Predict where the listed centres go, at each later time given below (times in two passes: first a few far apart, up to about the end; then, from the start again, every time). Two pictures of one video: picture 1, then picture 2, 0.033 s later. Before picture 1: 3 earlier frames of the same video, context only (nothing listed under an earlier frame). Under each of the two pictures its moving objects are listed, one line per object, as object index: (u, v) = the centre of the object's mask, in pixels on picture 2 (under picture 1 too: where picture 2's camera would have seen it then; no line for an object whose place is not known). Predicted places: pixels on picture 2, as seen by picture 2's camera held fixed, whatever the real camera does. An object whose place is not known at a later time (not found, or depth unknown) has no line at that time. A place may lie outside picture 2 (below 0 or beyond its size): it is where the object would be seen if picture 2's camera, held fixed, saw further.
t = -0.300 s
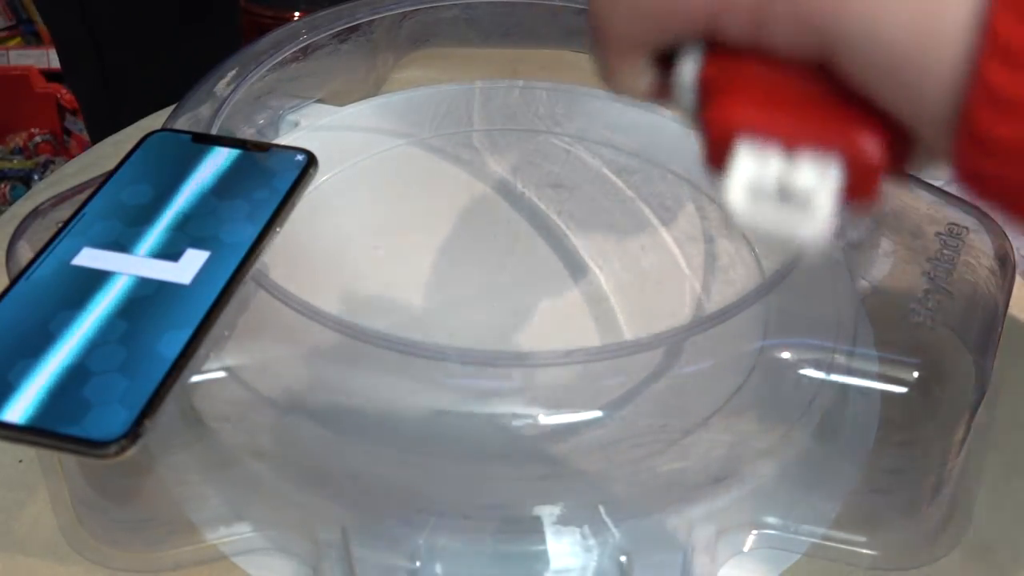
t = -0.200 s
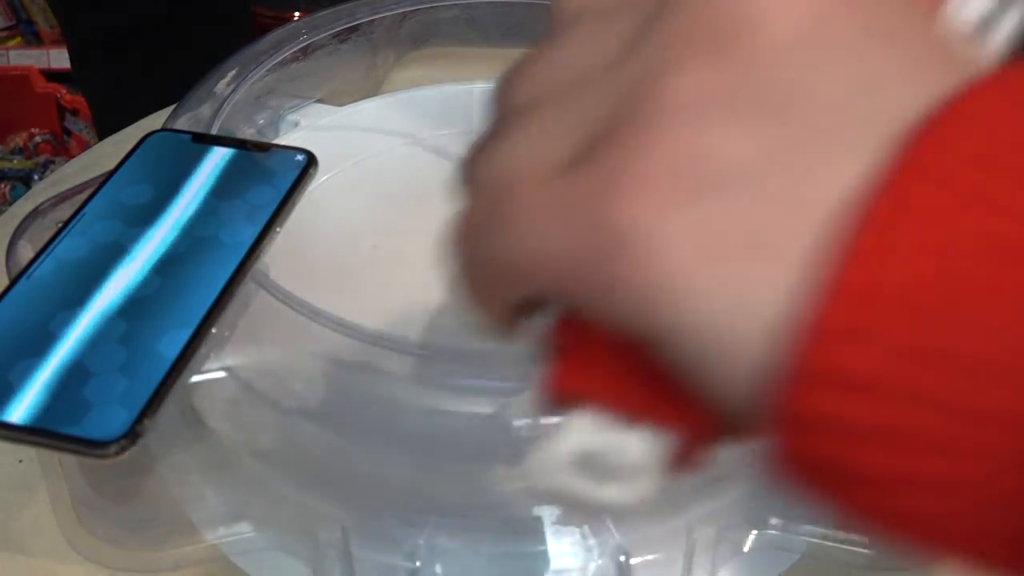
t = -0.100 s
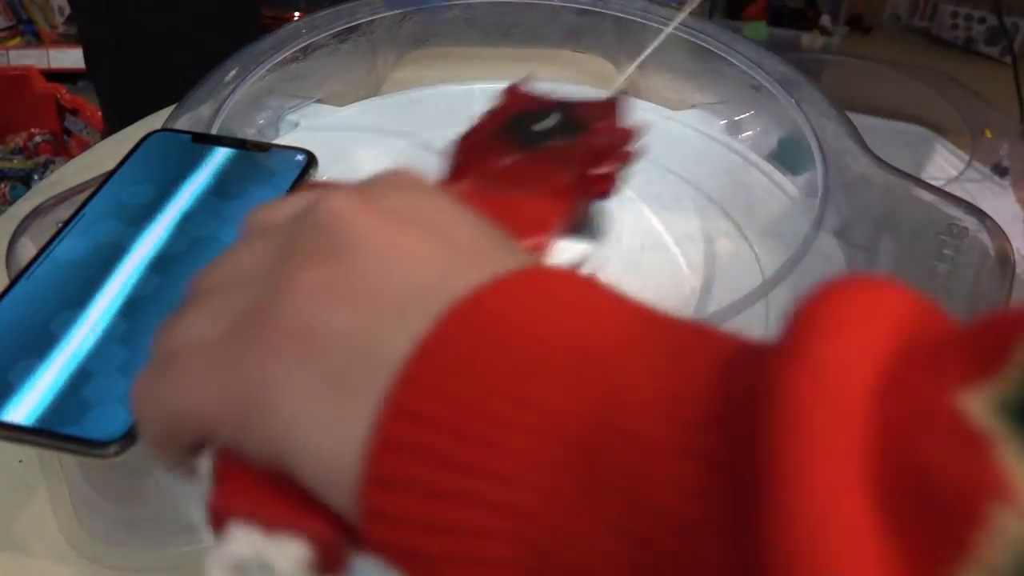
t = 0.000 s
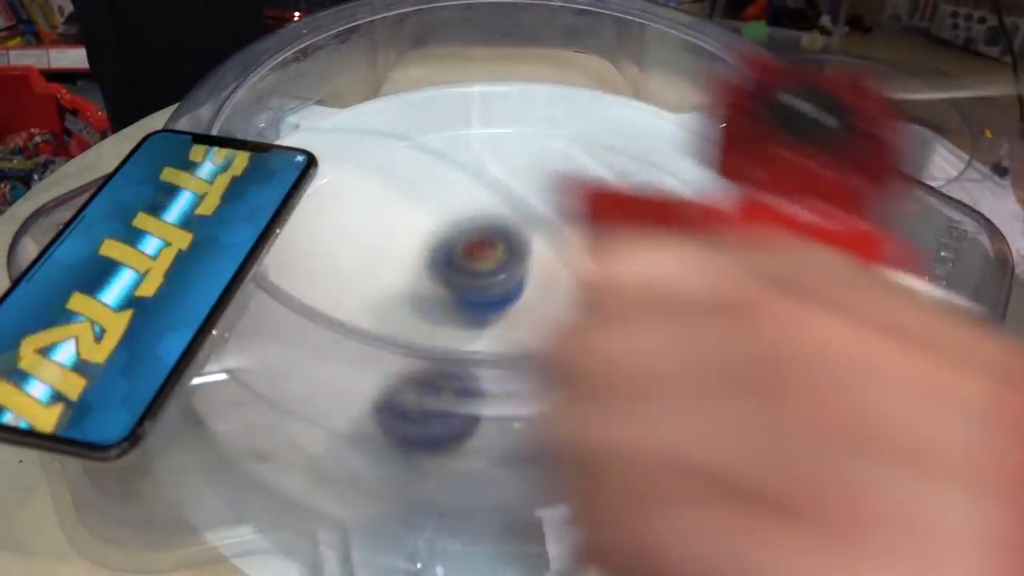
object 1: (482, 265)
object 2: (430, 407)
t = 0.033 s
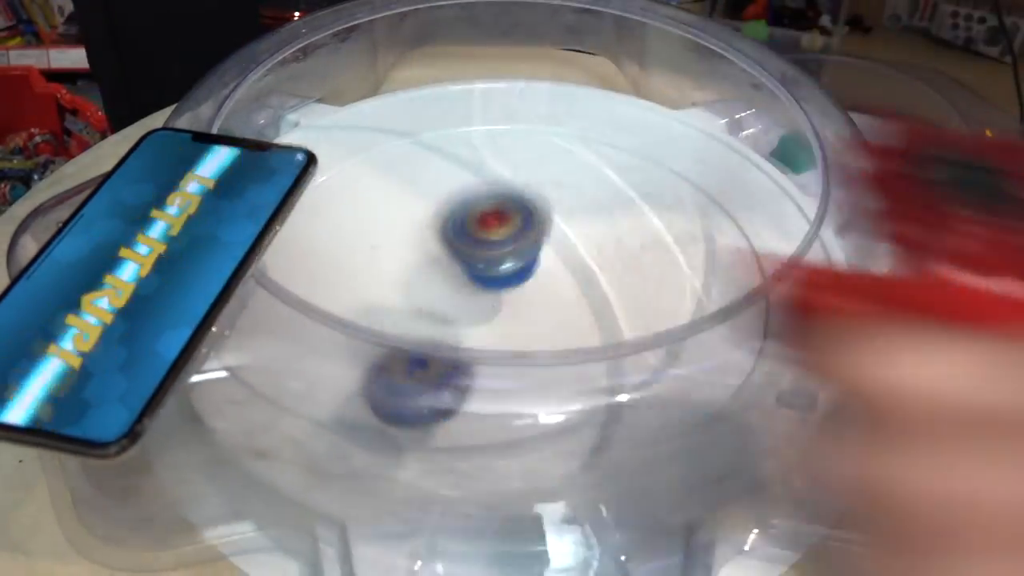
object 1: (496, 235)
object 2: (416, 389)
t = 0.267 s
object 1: (584, 270)
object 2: (432, 290)
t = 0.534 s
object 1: (590, 259)
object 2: (472, 220)
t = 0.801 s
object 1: (601, 365)
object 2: (334, 140)
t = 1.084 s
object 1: (659, 394)
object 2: (433, 281)
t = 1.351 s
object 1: (618, 287)
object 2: (518, 230)
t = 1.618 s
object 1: (443, 263)
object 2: (415, 143)
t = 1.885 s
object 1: (333, 295)
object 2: (454, 288)
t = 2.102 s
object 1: (460, 337)
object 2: (622, 287)
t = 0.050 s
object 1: (502, 229)
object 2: (412, 379)
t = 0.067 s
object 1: (510, 226)
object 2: (407, 378)
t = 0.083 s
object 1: (516, 227)
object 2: (401, 386)
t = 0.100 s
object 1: (523, 234)
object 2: (399, 381)
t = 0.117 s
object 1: (531, 246)
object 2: (399, 366)
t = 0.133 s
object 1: (537, 262)
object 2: (400, 358)
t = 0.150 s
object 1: (545, 285)
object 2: (400, 354)
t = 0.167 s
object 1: (550, 306)
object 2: (405, 340)
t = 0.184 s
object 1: (555, 315)
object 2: (408, 335)
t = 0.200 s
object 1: (563, 302)
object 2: (416, 318)
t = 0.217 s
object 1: (568, 290)
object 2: (420, 312)
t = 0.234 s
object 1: (574, 278)
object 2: (424, 306)
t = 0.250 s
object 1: (579, 273)
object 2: (428, 298)
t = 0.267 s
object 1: (584, 270)
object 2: (432, 290)
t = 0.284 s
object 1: (588, 273)
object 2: (437, 282)
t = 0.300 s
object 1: (592, 279)
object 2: (442, 275)
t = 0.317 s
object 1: (595, 290)
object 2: (446, 267)
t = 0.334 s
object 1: (597, 301)
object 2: (451, 260)
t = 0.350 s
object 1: (600, 296)
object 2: (454, 255)
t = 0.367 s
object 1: (601, 284)
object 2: (458, 250)
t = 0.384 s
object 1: (604, 274)
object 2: (462, 245)
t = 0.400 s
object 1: (605, 269)
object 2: (465, 240)
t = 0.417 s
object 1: (607, 266)
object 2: (467, 236)
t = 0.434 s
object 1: (606, 268)
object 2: (470, 232)
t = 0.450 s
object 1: (606, 275)
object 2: (472, 229)
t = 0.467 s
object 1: (604, 268)
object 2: (472, 227)
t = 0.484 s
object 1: (602, 261)
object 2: (473, 224)
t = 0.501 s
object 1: (598, 259)
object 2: (473, 222)
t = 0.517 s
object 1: (595, 261)
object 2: (473, 221)
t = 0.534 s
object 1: (590, 259)
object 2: (472, 220)
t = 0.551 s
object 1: (585, 256)
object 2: (471, 219)
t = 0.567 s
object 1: (578, 256)
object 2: (470, 219)
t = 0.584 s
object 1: (571, 254)
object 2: (467, 220)
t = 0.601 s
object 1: (564, 251)
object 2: (465, 220)
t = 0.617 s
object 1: (555, 252)
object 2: (461, 222)
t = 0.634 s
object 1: (548, 253)
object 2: (457, 223)
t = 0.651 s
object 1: (539, 253)
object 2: (453, 225)
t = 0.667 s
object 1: (533, 256)
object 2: (446, 225)
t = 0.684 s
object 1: (539, 267)
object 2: (424, 206)
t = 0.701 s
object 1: (548, 285)
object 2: (404, 191)
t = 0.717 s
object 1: (555, 298)
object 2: (384, 180)
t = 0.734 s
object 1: (564, 305)
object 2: (366, 167)
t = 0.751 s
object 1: (571, 313)
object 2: (350, 154)
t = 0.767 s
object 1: (582, 333)
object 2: (337, 145)
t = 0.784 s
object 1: (592, 347)
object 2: (334, 140)
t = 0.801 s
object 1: (601, 365)
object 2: (334, 140)
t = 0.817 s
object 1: (611, 375)
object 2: (334, 144)
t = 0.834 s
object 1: (621, 395)
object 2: (336, 153)
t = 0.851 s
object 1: (628, 391)
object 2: (340, 167)
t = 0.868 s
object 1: (636, 399)
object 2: (342, 175)
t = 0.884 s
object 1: (643, 401)
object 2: (345, 182)
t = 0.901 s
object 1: (646, 401)
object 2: (347, 191)
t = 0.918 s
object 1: (648, 403)
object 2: (351, 199)
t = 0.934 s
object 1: (650, 406)
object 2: (357, 209)
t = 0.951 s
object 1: (653, 404)
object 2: (363, 217)
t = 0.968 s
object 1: (654, 405)
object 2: (370, 226)
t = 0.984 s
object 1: (653, 405)
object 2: (377, 235)
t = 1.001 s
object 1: (655, 403)
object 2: (385, 244)
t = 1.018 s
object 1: (656, 402)
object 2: (394, 253)
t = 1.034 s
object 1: (656, 400)
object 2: (403, 260)
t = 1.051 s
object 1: (657, 398)
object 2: (413, 268)
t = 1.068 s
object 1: (657, 395)
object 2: (422, 275)
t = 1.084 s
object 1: (659, 394)
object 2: (433, 281)
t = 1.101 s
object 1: (658, 391)
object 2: (443, 286)
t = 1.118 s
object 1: (656, 384)
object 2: (453, 291)
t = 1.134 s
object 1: (657, 384)
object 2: (464, 295)
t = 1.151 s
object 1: (651, 371)
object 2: (474, 298)
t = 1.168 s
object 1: (648, 364)
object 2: (485, 299)
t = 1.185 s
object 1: (644, 353)
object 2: (496, 301)
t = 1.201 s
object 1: (634, 338)
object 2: (506, 302)
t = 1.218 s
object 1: (632, 331)
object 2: (516, 301)
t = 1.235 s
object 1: (625, 321)
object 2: (525, 299)
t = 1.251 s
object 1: (620, 305)
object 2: (532, 297)
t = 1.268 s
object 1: (619, 302)
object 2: (535, 291)
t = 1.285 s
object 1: (619, 298)
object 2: (531, 280)
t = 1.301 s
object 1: (622, 295)
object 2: (529, 268)
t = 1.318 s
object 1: (624, 291)
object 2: (527, 256)
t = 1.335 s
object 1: (619, 290)
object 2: (523, 242)
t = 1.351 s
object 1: (618, 287)
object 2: (518, 230)
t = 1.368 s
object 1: (615, 282)
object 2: (514, 216)
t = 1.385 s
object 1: (608, 279)
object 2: (508, 203)
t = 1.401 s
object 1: (602, 278)
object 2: (503, 190)
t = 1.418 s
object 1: (594, 274)
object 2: (497, 178)
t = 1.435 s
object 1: (584, 271)
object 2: (490, 166)
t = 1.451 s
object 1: (575, 269)
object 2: (483, 154)
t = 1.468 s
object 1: (564, 268)
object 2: (475, 143)
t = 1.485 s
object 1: (551, 267)
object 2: (467, 134)
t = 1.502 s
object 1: (540, 265)
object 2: (459, 125)
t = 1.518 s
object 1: (526, 264)
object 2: (450, 118)
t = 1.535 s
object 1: (512, 263)
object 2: (441, 111)
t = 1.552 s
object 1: (500, 262)
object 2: (436, 111)
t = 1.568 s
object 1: (485, 262)
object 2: (430, 116)
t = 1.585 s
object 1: (470, 262)
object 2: (425, 124)
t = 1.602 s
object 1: (458, 263)
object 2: (419, 137)
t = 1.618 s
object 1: (443, 263)
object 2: (415, 143)
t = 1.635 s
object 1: (429, 264)
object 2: (411, 153)
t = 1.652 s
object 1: (417, 265)
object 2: (408, 162)
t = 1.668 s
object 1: (404, 266)
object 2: (405, 171)
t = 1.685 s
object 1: (391, 267)
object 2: (402, 182)
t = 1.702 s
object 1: (382, 267)
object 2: (401, 190)
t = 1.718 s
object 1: (372, 269)
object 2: (402, 199)
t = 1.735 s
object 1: (360, 271)
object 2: (403, 208)
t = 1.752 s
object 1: (352, 272)
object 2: (405, 218)
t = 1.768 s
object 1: (347, 272)
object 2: (408, 229)
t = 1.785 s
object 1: (340, 273)
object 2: (412, 239)
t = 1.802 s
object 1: (336, 274)
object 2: (415, 249)
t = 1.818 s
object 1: (334, 275)
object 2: (420, 258)
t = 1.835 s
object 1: (329, 286)
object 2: (427, 267)
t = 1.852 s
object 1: (328, 288)
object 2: (434, 274)
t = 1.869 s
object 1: (329, 293)
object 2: (443, 281)
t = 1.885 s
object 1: (333, 295)
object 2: (454, 288)
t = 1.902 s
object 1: (335, 299)
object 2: (465, 294)
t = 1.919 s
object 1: (340, 304)
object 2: (477, 298)
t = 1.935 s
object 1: (346, 309)
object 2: (490, 302)
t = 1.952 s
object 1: (354, 311)
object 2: (504, 305)
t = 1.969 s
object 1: (362, 315)
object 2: (517, 306)
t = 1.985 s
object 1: (373, 319)
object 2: (531, 307)
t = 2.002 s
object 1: (384, 323)
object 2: (545, 307)
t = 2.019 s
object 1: (395, 325)
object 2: (560, 306)
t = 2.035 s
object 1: (406, 328)
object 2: (573, 303)
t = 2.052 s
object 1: (420, 331)
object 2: (586, 301)
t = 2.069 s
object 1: (435, 334)
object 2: (599, 297)
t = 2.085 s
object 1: (448, 335)
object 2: (611, 292)
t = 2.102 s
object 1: (460, 337)
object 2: (622, 287)
